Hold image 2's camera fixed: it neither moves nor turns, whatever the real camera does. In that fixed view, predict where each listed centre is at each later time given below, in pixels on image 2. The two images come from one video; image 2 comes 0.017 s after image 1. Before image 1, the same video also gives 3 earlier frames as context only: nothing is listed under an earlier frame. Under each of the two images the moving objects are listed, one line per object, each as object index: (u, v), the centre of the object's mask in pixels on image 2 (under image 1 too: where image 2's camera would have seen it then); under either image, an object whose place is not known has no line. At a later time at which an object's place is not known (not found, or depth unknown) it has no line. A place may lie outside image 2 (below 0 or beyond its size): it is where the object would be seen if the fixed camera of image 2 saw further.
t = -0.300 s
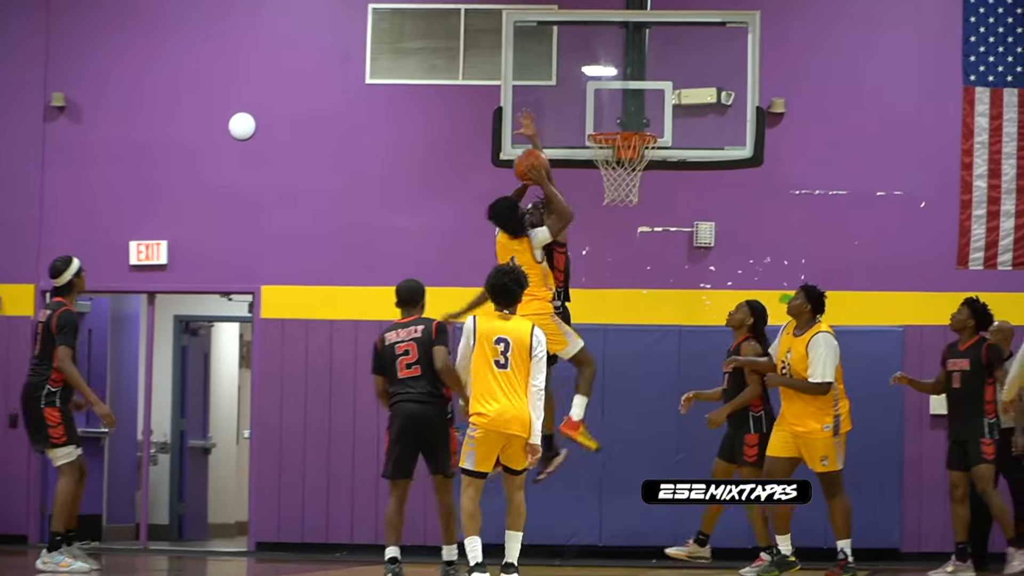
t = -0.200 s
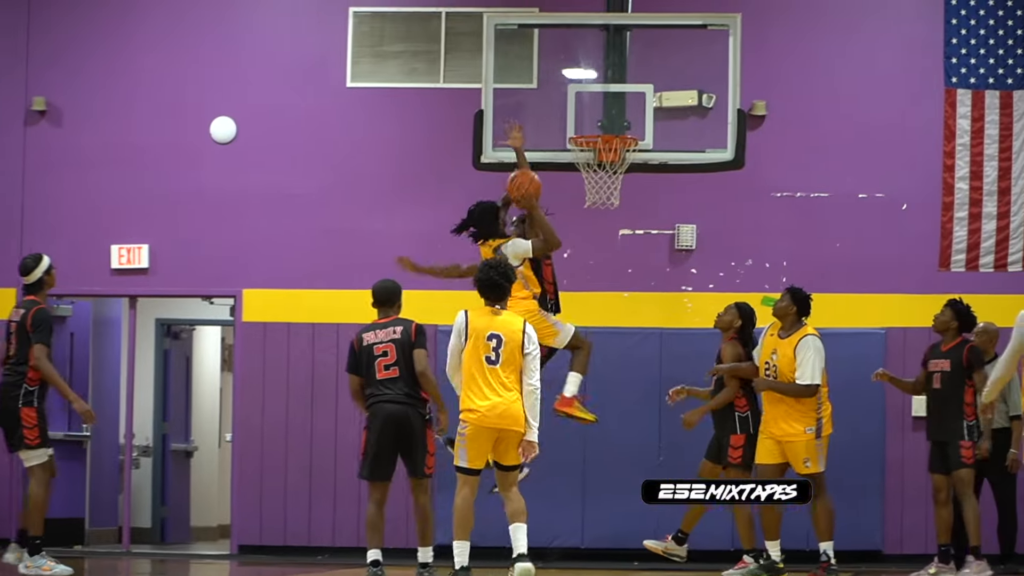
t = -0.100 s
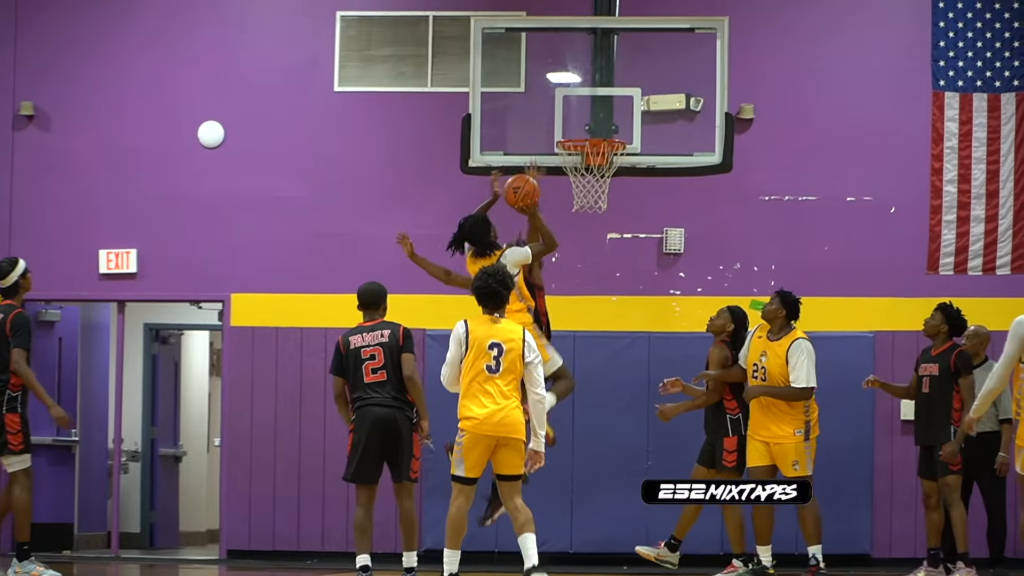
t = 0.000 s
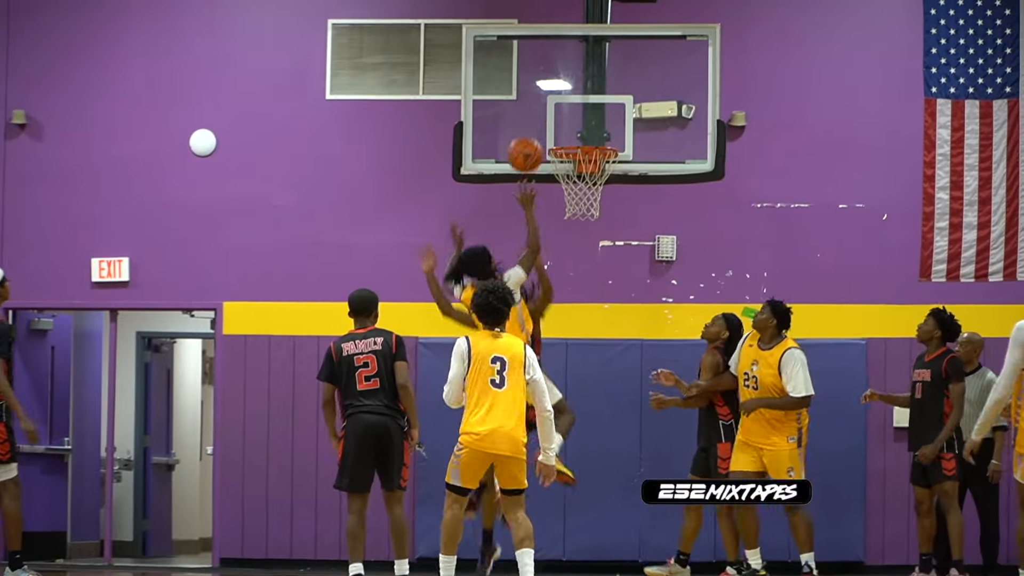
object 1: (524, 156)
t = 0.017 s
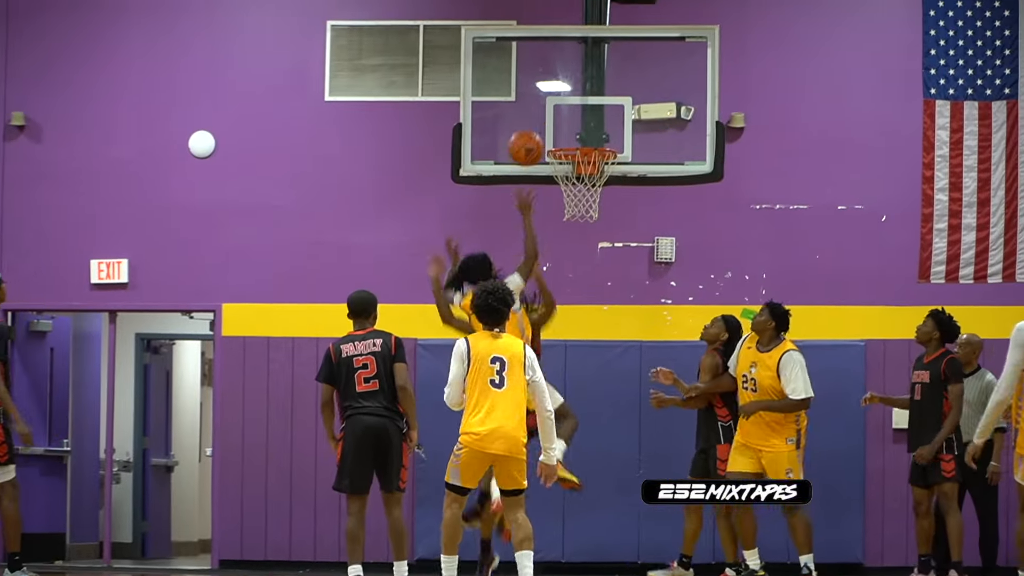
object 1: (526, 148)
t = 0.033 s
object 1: (527, 140)
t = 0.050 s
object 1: (529, 132)
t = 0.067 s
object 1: (531, 125)
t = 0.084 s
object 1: (533, 118)
